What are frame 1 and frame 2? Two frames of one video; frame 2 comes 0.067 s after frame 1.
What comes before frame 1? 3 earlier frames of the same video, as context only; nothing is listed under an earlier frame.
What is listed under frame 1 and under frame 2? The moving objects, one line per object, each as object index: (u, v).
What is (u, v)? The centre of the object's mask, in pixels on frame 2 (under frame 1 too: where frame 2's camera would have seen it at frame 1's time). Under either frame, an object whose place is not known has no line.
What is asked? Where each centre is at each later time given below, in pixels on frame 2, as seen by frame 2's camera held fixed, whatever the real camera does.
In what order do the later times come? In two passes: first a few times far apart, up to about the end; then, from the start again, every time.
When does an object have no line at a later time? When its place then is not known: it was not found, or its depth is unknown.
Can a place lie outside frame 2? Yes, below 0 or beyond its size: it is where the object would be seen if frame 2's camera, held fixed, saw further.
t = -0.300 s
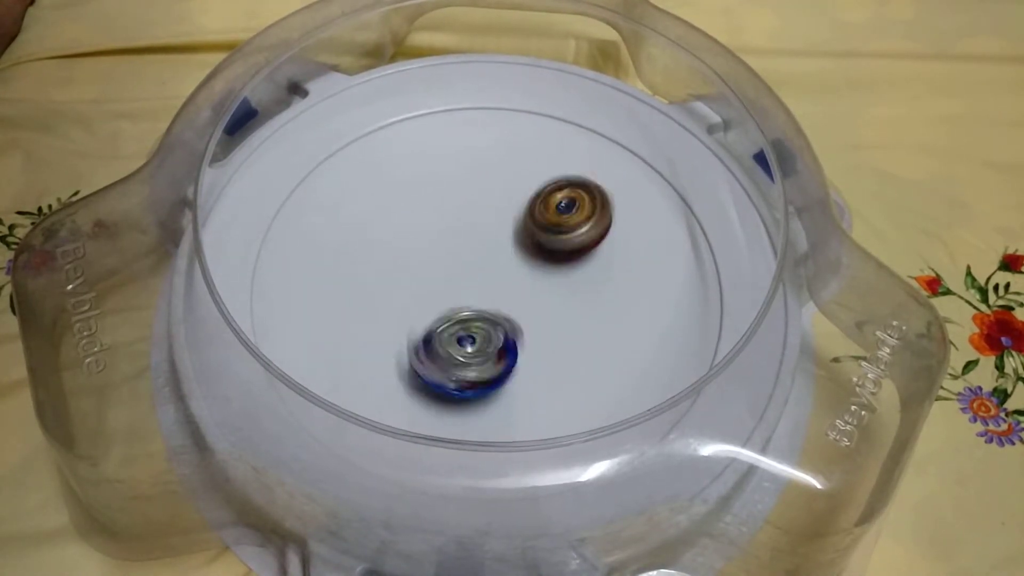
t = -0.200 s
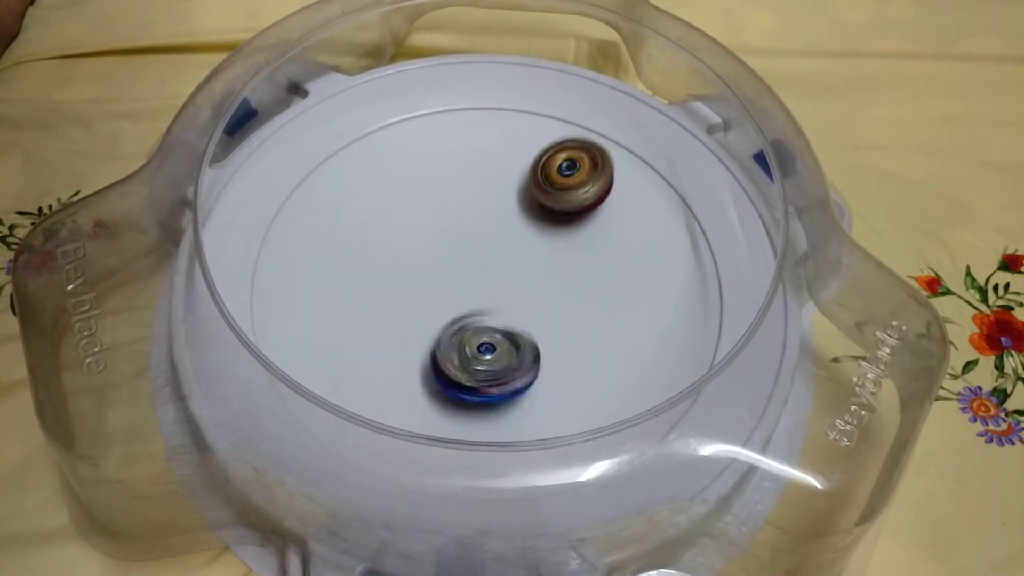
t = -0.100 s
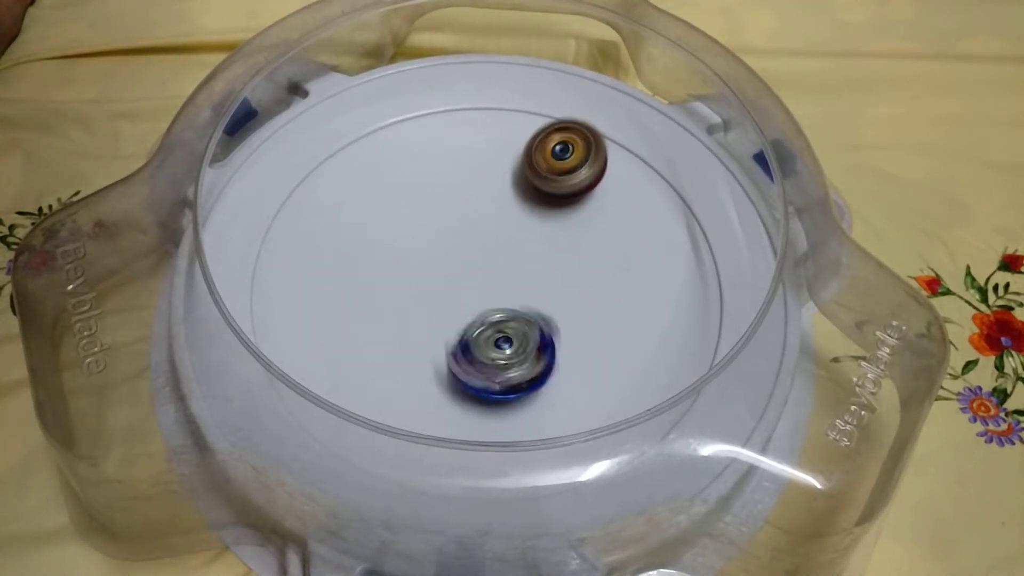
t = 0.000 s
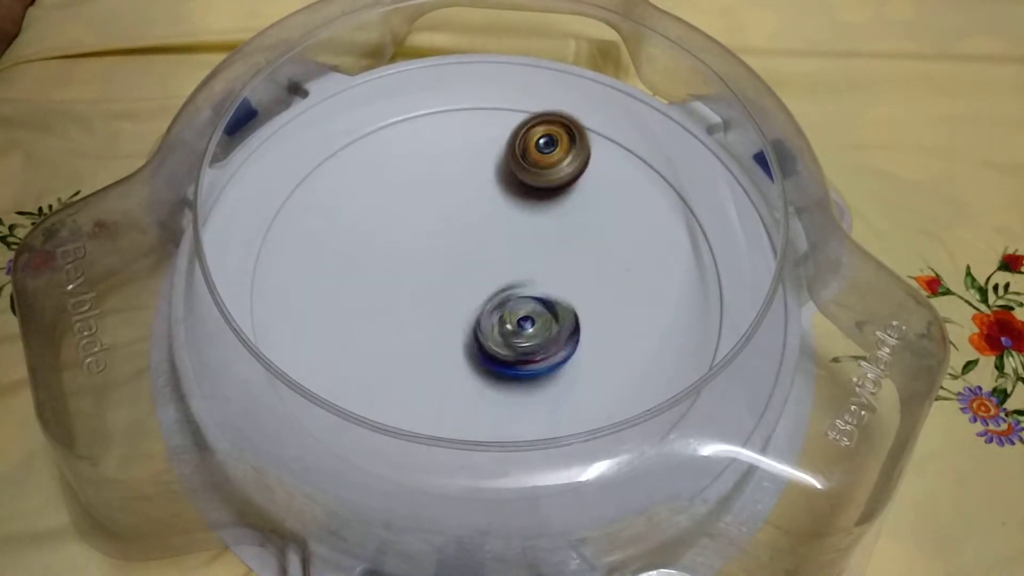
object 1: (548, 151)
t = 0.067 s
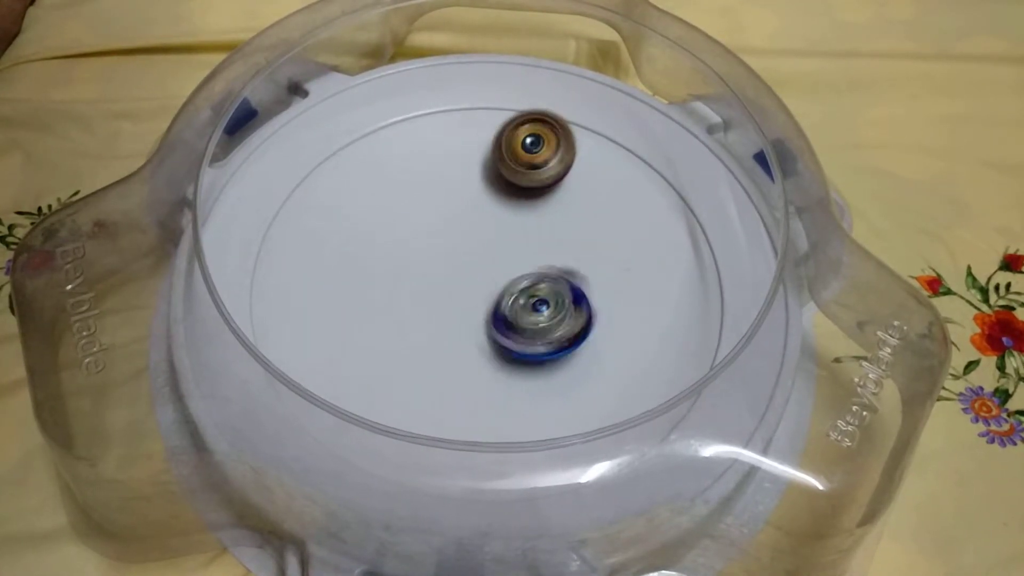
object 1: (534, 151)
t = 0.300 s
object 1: (469, 169)
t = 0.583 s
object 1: (402, 228)
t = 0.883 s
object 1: (385, 315)
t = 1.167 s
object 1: (443, 359)
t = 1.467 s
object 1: (542, 339)
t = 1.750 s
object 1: (595, 276)
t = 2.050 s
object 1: (579, 205)
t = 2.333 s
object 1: (497, 184)
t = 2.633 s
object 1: (397, 190)
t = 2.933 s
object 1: (364, 260)
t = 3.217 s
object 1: (407, 314)
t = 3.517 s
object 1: (526, 345)
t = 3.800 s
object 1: (589, 311)
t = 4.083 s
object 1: (597, 251)
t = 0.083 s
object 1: (529, 152)
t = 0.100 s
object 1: (526, 152)
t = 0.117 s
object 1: (521, 153)
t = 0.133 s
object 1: (516, 153)
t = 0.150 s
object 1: (512, 155)
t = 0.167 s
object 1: (507, 156)
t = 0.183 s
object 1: (502, 157)
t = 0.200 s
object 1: (498, 158)
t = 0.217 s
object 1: (493, 159)
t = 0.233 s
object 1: (488, 161)
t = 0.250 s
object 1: (483, 162)
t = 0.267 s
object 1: (479, 164)
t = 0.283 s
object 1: (474, 166)
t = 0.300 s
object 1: (469, 169)
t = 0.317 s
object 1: (465, 170)
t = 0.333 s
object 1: (460, 174)
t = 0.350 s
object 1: (456, 176)
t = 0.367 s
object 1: (451, 179)
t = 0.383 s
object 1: (447, 182)
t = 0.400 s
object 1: (442, 186)
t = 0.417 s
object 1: (438, 189)
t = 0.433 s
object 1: (434, 193)
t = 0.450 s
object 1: (430, 196)
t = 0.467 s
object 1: (427, 200)
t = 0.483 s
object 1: (423, 204)
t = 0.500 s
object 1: (419, 208)
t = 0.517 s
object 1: (415, 213)
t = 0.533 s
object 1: (412, 216)
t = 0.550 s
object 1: (408, 220)
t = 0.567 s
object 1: (405, 224)
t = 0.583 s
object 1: (402, 228)
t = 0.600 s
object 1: (399, 233)
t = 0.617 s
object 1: (397, 238)
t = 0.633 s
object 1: (393, 243)
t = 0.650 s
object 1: (392, 247)
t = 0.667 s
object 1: (389, 253)
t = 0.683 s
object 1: (387, 258)
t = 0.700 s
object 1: (385, 263)
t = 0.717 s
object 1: (384, 268)
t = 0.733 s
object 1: (383, 273)
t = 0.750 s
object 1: (382, 278)
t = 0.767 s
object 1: (381, 283)
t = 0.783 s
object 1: (380, 288)
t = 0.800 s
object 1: (380, 293)
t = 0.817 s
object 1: (380, 299)
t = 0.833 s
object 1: (382, 302)
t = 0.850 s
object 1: (382, 307)
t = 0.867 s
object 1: (384, 311)
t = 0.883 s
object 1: (385, 315)
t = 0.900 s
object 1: (386, 321)
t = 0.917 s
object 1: (388, 324)
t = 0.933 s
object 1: (390, 328)
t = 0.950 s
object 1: (392, 332)
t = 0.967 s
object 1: (396, 334)
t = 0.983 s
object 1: (399, 336)
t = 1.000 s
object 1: (401, 341)
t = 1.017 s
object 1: (404, 344)
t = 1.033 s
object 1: (409, 346)
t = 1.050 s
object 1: (411, 350)
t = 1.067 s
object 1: (417, 351)
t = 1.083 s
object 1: (420, 353)
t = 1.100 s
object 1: (425, 355)
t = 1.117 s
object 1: (429, 357)
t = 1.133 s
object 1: (433, 358)
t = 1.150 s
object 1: (438, 359)
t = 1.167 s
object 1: (443, 359)
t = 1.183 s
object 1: (448, 361)
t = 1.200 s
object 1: (453, 360)
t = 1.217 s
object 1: (458, 361)
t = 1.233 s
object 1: (462, 361)
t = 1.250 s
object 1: (468, 360)
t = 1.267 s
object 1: (473, 359)
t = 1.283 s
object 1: (479, 358)
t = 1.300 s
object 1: (484, 358)
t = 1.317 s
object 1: (491, 357)
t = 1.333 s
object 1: (498, 357)
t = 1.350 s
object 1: (504, 355)
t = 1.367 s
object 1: (511, 353)
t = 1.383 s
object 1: (516, 351)
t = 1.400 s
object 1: (521, 351)
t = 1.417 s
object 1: (526, 348)
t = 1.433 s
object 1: (532, 346)
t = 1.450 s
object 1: (536, 343)
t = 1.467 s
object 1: (542, 339)
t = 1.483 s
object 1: (547, 335)
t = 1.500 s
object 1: (552, 331)
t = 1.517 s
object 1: (557, 328)
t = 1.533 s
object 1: (562, 324)
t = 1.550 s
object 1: (566, 320)
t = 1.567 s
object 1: (570, 317)
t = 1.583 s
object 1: (574, 313)
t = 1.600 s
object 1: (578, 309)
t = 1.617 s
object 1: (580, 307)
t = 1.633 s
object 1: (584, 302)
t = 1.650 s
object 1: (586, 298)
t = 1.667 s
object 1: (588, 295)
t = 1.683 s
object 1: (590, 291)
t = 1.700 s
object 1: (592, 287)
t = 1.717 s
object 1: (594, 283)
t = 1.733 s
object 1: (594, 280)
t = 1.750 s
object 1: (595, 276)
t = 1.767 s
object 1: (596, 272)
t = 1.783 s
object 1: (598, 267)
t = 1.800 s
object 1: (600, 262)
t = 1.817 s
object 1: (601, 259)
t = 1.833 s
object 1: (603, 253)
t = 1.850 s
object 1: (603, 250)
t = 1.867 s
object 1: (603, 245)
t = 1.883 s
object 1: (602, 240)
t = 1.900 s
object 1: (600, 237)
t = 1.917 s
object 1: (599, 232)
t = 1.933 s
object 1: (598, 228)
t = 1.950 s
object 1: (596, 224)
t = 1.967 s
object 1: (593, 221)
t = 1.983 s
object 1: (591, 217)
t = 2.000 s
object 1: (588, 213)
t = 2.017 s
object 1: (586, 210)
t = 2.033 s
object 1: (582, 207)
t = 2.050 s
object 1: (579, 205)
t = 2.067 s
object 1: (575, 202)
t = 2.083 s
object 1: (571, 199)
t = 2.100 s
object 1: (566, 199)
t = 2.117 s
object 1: (561, 197)
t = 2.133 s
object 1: (557, 194)
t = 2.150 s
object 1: (553, 193)
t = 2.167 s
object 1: (548, 192)
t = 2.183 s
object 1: (543, 190)
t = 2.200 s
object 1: (539, 189)
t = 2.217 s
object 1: (534, 188)
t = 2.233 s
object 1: (529, 188)
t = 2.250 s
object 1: (525, 185)
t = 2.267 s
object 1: (519, 186)
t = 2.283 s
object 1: (514, 184)
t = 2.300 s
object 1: (508, 183)
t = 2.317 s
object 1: (503, 183)
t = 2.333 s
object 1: (497, 184)
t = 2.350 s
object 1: (492, 183)
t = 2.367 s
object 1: (483, 181)
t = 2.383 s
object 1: (476, 179)
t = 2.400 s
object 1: (468, 177)
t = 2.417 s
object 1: (462, 176)
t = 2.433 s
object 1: (455, 175)
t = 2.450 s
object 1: (450, 175)
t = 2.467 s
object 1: (444, 175)
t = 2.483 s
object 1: (439, 175)
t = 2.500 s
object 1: (434, 176)
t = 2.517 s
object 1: (429, 177)
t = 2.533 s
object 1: (423, 179)
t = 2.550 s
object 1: (419, 180)
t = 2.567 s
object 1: (414, 182)
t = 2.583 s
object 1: (410, 184)
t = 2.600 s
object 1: (405, 186)
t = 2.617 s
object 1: (402, 188)
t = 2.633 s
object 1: (397, 190)
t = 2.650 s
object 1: (394, 193)
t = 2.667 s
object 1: (390, 195)
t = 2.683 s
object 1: (387, 199)
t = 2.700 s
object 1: (385, 201)
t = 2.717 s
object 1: (382, 206)
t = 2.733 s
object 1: (380, 209)
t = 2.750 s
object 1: (378, 213)
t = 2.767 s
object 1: (377, 217)
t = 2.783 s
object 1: (376, 222)
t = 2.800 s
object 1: (375, 226)
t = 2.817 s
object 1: (374, 230)
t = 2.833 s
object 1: (375, 235)
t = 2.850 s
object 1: (375, 240)
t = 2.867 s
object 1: (377, 244)
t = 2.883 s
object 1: (377, 250)
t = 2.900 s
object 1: (378, 254)
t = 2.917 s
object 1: (371, 258)
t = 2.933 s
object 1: (364, 260)
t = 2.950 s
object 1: (361, 261)
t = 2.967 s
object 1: (358, 264)
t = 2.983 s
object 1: (358, 266)
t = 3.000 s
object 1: (358, 269)
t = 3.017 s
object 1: (357, 273)
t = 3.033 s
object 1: (359, 277)
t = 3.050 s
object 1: (361, 280)
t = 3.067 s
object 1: (364, 284)
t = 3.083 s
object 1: (368, 287)
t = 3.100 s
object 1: (371, 290)
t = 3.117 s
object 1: (375, 293)
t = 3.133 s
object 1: (380, 296)
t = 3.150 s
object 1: (385, 300)
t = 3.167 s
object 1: (390, 303)
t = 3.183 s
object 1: (396, 307)
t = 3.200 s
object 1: (402, 308)
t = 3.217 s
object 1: (407, 314)
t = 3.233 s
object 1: (414, 317)
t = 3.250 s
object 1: (420, 320)
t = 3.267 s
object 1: (427, 323)
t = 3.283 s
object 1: (433, 327)
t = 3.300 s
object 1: (439, 330)
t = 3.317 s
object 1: (446, 333)
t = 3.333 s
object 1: (452, 336)
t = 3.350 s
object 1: (458, 339)
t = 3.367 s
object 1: (464, 341)
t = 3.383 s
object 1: (470, 343)
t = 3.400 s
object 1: (477, 345)
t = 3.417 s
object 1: (483, 346)
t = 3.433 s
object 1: (490, 347)
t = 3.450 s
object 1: (498, 347)
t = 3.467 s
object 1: (505, 347)
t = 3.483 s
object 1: (512, 346)
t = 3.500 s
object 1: (518, 346)
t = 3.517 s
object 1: (526, 345)
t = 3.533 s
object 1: (532, 348)
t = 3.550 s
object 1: (539, 349)
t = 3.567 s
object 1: (544, 349)
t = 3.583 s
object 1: (548, 349)
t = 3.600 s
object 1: (552, 348)
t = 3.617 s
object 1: (557, 346)
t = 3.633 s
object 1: (562, 344)
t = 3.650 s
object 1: (566, 340)
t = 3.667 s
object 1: (569, 337)
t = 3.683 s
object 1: (572, 334)
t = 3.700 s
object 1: (575, 331)
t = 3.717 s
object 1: (578, 327)
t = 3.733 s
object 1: (581, 324)
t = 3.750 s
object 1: (583, 321)
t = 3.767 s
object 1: (585, 318)
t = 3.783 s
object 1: (588, 315)
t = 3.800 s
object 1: (589, 311)
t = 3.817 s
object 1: (591, 307)
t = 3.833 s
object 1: (592, 304)
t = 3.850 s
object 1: (595, 301)
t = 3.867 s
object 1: (598, 298)
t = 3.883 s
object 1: (600, 296)
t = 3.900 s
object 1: (600, 293)
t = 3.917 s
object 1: (599, 292)
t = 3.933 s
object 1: (600, 287)
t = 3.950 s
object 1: (598, 285)
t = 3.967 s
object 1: (599, 280)
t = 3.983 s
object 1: (597, 277)
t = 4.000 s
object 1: (595, 274)
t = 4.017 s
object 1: (594, 271)
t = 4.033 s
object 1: (596, 264)
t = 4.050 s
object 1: (597, 260)
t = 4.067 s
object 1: (598, 254)
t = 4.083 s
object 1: (597, 251)
